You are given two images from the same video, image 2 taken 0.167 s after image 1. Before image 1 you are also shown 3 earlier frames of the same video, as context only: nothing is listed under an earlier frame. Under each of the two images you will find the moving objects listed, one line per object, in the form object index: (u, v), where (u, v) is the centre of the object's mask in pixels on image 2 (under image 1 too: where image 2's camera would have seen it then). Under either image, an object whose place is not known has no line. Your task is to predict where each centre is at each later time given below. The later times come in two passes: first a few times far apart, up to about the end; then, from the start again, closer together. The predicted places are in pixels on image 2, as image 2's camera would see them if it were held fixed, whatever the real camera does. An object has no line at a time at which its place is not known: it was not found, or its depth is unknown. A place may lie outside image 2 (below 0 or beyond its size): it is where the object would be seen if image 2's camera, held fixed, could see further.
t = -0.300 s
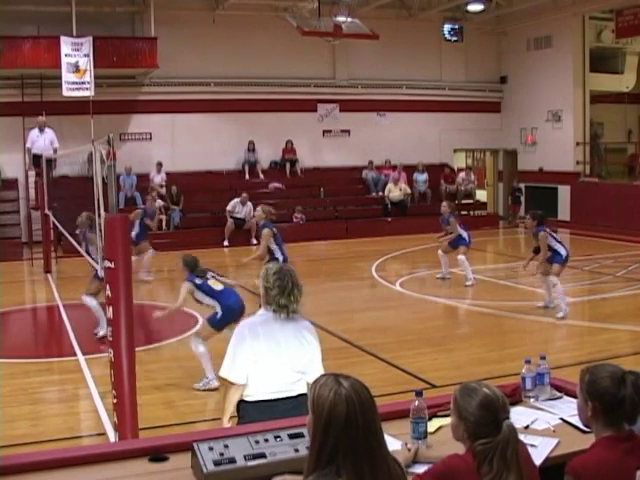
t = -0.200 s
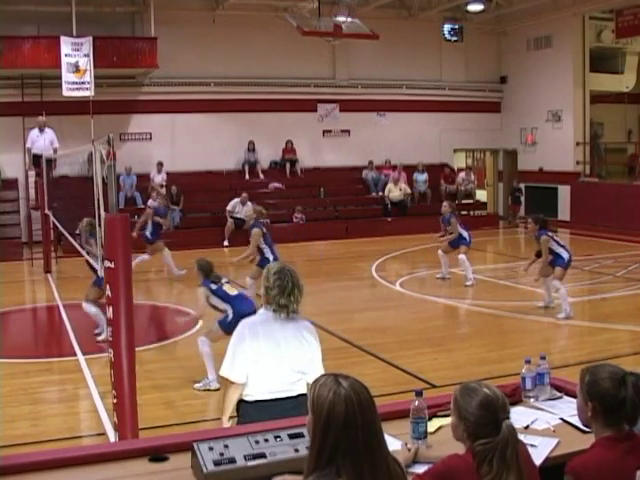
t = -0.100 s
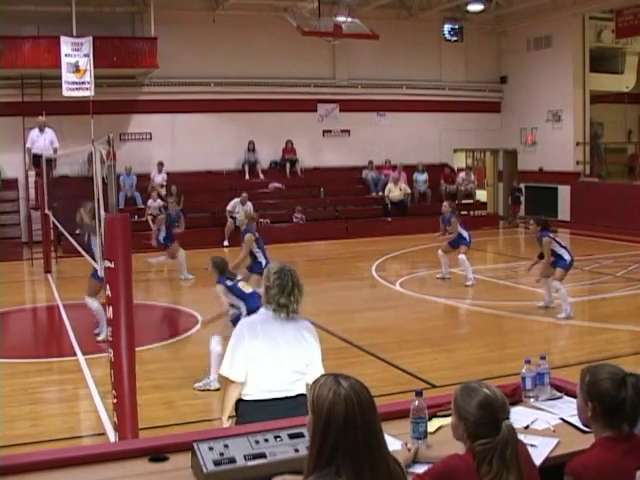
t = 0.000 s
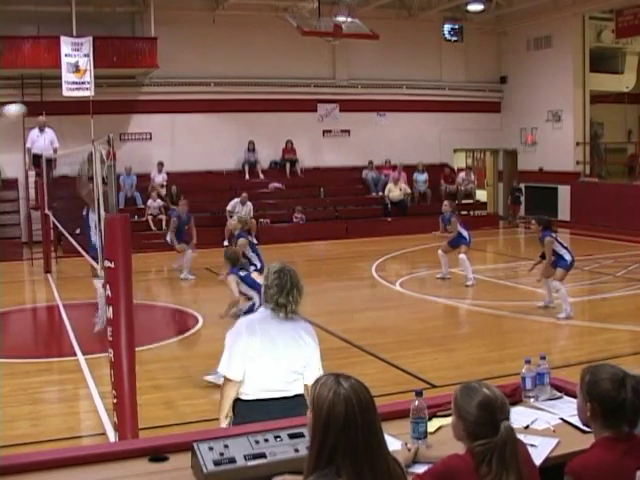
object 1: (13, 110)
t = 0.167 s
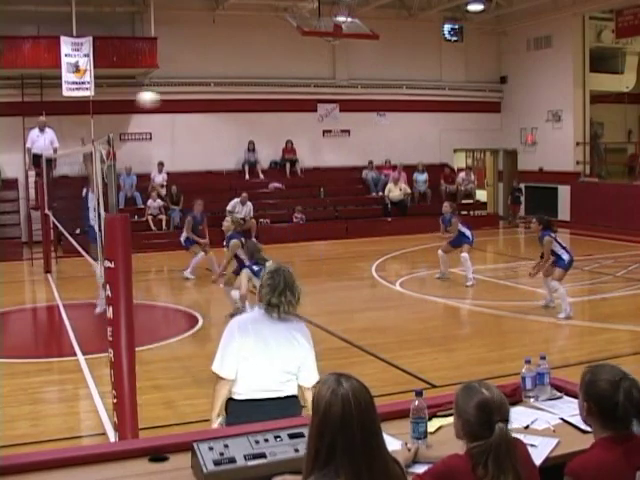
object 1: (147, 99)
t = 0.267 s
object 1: (224, 103)
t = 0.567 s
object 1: (430, 165)
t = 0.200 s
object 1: (173, 100)
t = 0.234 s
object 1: (199, 101)
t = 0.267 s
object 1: (224, 103)
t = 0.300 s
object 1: (248, 105)
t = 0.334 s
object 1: (272, 109)
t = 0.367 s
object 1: (296, 114)
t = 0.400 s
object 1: (320, 121)
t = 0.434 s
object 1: (343, 128)
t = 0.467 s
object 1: (365, 135)
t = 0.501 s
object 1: (387, 143)
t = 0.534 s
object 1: (408, 154)
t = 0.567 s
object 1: (430, 165)
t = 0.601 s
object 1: (448, 174)
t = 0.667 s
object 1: (486, 198)
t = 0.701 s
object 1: (506, 210)
